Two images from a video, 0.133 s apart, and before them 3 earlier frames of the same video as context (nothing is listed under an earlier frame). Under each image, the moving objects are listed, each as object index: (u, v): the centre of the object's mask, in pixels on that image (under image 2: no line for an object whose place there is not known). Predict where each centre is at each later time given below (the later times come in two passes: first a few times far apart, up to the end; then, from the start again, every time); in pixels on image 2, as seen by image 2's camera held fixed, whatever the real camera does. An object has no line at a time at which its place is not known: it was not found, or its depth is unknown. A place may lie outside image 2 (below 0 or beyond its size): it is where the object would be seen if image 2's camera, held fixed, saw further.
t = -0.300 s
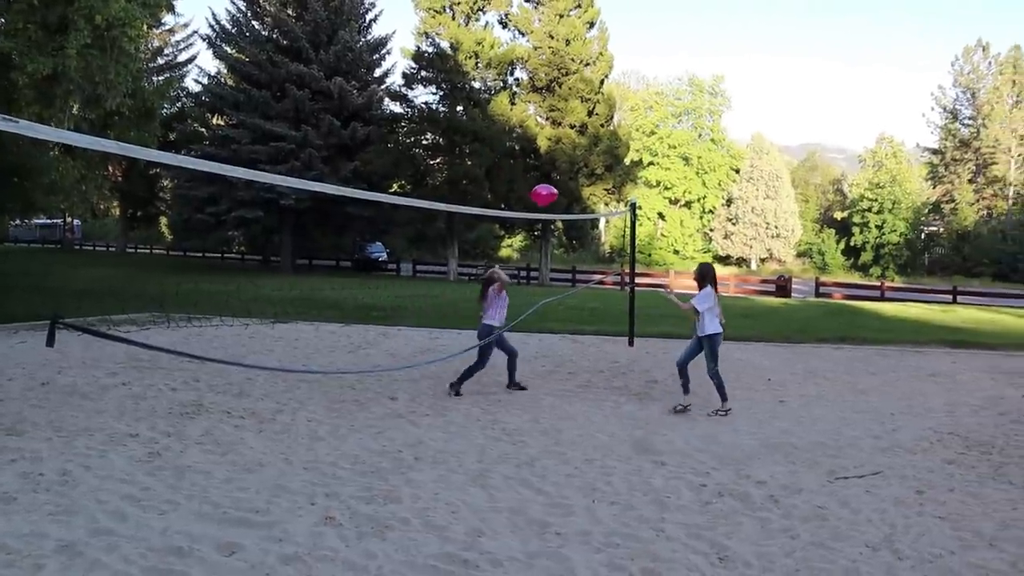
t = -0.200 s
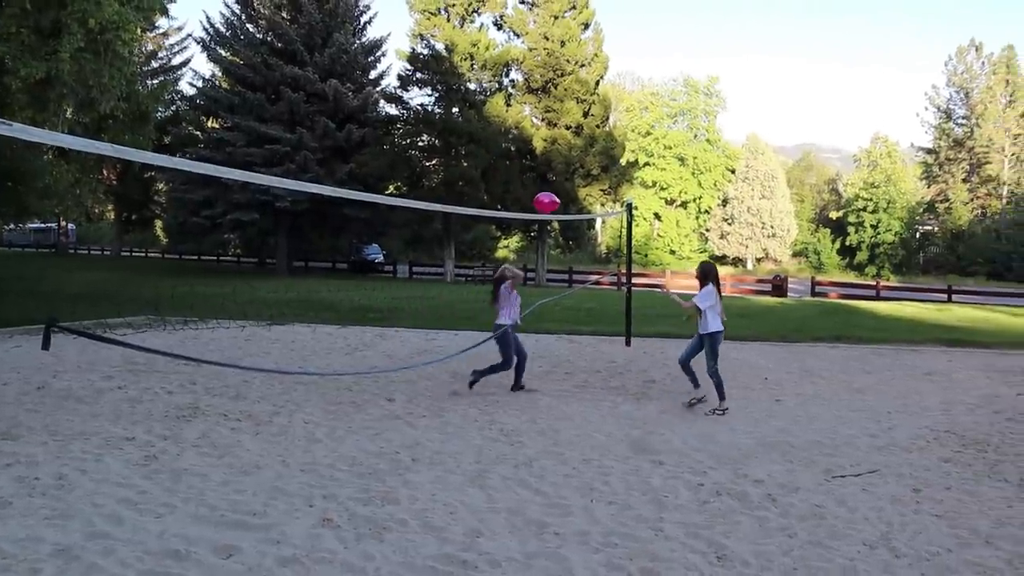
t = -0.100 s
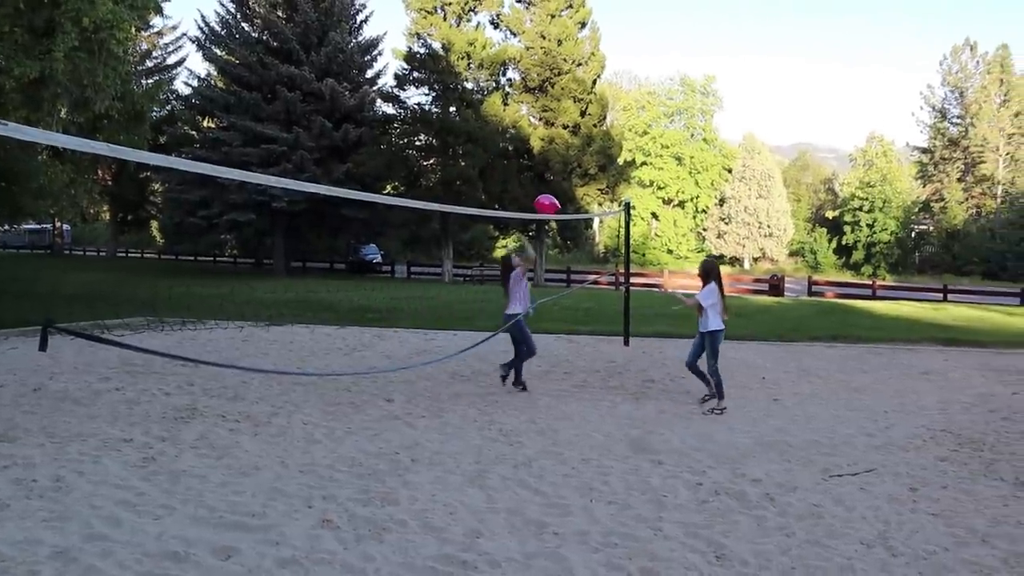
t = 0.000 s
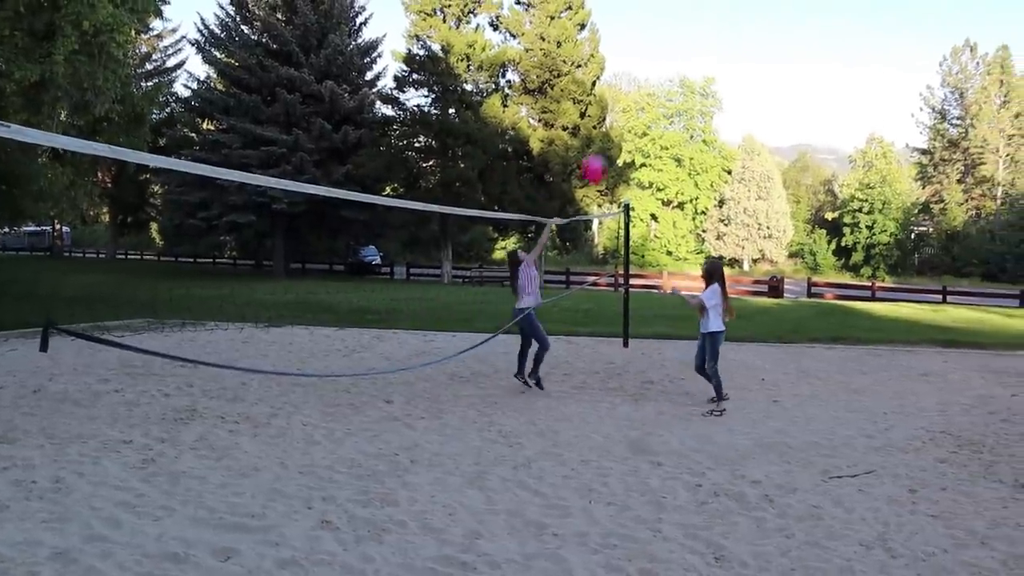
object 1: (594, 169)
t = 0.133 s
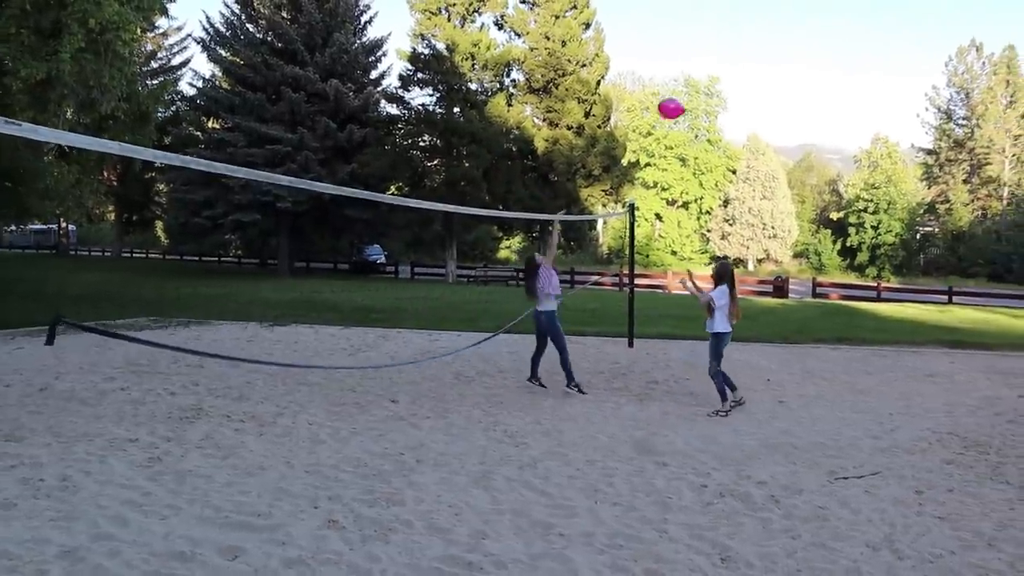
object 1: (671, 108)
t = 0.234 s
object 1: (692, 82)
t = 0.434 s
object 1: (718, 55)
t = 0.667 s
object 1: (744, 37)
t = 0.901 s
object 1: (767, 31)
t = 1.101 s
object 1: (786, 34)
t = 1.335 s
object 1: (808, 45)
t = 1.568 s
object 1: (829, 65)
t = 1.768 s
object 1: (841, 85)
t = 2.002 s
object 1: (852, 108)
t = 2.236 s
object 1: (860, 127)
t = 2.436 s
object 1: (866, 145)
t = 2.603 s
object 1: (871, 164)
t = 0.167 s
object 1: (680, 99)
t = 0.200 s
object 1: (686, 90)
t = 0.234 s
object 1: (692, 82)
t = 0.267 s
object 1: (697, 76)
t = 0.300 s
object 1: (702, 71)
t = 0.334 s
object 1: (706, 66)
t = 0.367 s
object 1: (711, 62)
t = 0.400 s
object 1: (715, 58)
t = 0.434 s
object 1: (718, 55)
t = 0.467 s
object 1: (722, 51)
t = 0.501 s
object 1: (726, 48)
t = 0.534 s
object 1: (730, 45)
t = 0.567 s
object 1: (733, 42)
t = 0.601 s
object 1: (737, 40)
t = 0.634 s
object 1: (740, 39)
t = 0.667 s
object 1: (744, 37)
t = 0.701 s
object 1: (747, 35)
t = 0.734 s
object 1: (750, 33)
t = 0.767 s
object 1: (753, 33)
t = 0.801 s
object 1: (757, 32)
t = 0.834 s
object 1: (760, 32)
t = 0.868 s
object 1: (764, 31)
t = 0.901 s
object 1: (767, 31)
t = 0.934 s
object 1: (770, 31)
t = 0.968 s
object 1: (774, 31)
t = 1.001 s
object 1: (778, 31)
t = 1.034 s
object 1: (781, 32)
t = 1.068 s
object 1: (784, 33)
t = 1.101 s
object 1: (786, 34)
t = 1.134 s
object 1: (789, 35)
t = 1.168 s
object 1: (792, 36)
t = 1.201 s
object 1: (795, 38)
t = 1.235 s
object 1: (798, 39)
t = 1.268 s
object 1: (802, 41)
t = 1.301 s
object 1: (806, 43)
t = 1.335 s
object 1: (808, 45)
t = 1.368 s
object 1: (812, 48)
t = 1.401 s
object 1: (815, 50)
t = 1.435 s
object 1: (817, 53)
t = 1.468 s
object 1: (820, 55)
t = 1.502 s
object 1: (823, 58)
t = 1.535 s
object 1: (826, 61)
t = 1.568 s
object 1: (829, 65)
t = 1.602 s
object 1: (831, 68)
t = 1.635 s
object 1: (834, 71)
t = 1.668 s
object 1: (836, 74)
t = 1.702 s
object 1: (837, 78)
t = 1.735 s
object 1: (839, 81)
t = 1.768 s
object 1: (841, 85)
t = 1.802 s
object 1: (843, 89)
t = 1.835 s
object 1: (845, 93)
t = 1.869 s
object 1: (846, 96)
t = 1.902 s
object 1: (847, 99)
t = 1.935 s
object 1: (849, 102)
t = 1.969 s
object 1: (850, 105)
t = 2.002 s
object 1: (852, 108)
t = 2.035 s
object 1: (853, 111)
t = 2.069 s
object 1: (854, 114)
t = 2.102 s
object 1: (855, 116)
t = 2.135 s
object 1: (857, 119)
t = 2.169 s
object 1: (858, 122)
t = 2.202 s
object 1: (859, 124)
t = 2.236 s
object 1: (860, 127)
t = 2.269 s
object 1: (861, 130)
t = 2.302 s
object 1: (861, 132)
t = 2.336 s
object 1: (862, 136)
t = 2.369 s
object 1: (864, 139)
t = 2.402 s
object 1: (865, 142)
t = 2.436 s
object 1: (866, 145)
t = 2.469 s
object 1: (867, 149)
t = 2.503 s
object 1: (868, 153)
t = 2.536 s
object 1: (870, 156)
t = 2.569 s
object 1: (870, 160)
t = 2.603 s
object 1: (871, 164)
